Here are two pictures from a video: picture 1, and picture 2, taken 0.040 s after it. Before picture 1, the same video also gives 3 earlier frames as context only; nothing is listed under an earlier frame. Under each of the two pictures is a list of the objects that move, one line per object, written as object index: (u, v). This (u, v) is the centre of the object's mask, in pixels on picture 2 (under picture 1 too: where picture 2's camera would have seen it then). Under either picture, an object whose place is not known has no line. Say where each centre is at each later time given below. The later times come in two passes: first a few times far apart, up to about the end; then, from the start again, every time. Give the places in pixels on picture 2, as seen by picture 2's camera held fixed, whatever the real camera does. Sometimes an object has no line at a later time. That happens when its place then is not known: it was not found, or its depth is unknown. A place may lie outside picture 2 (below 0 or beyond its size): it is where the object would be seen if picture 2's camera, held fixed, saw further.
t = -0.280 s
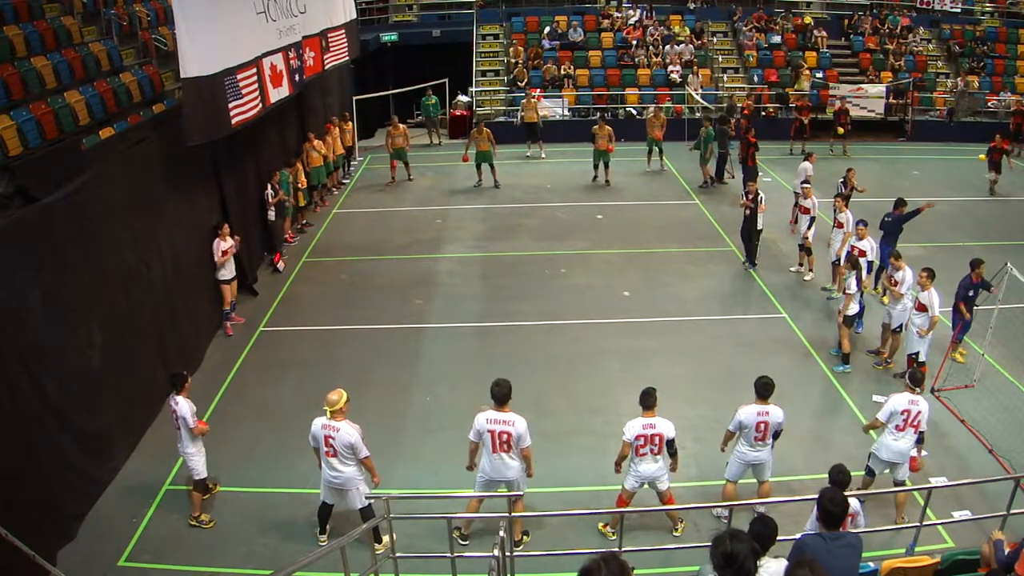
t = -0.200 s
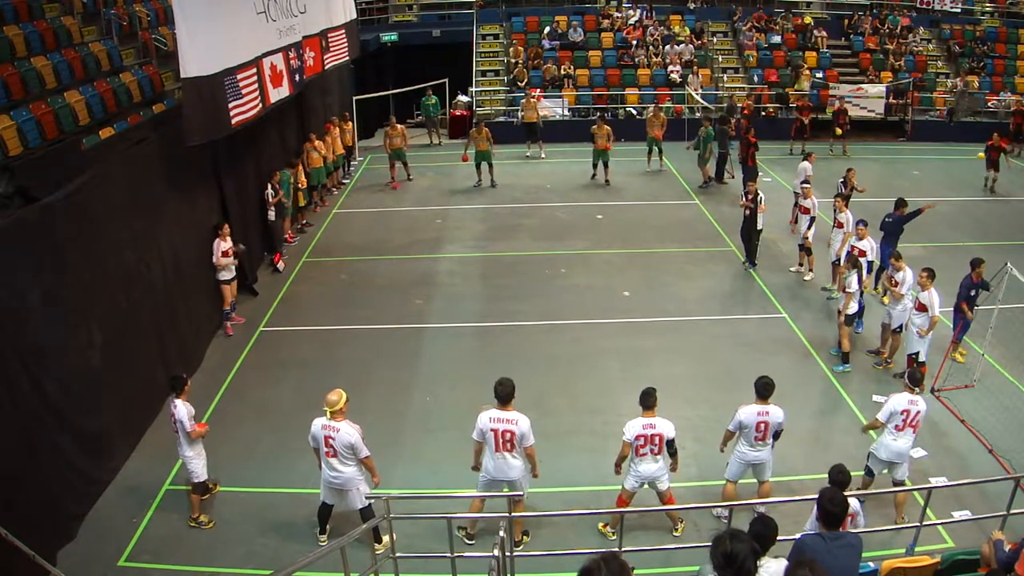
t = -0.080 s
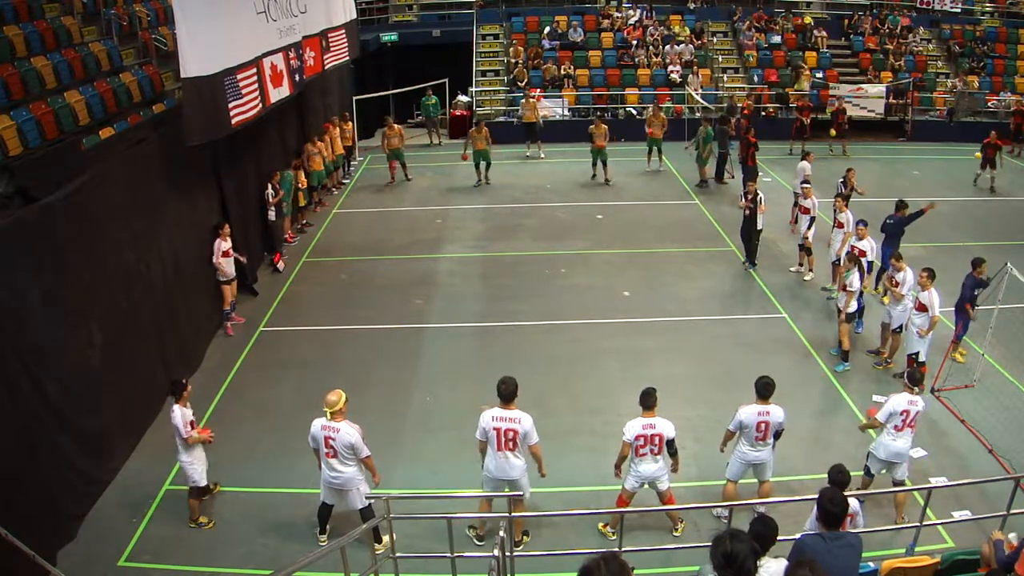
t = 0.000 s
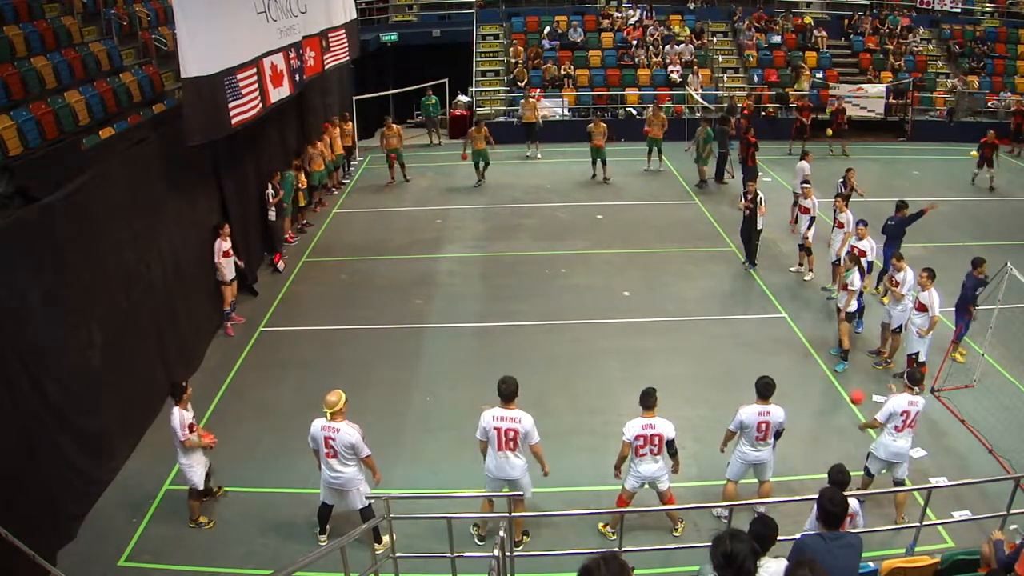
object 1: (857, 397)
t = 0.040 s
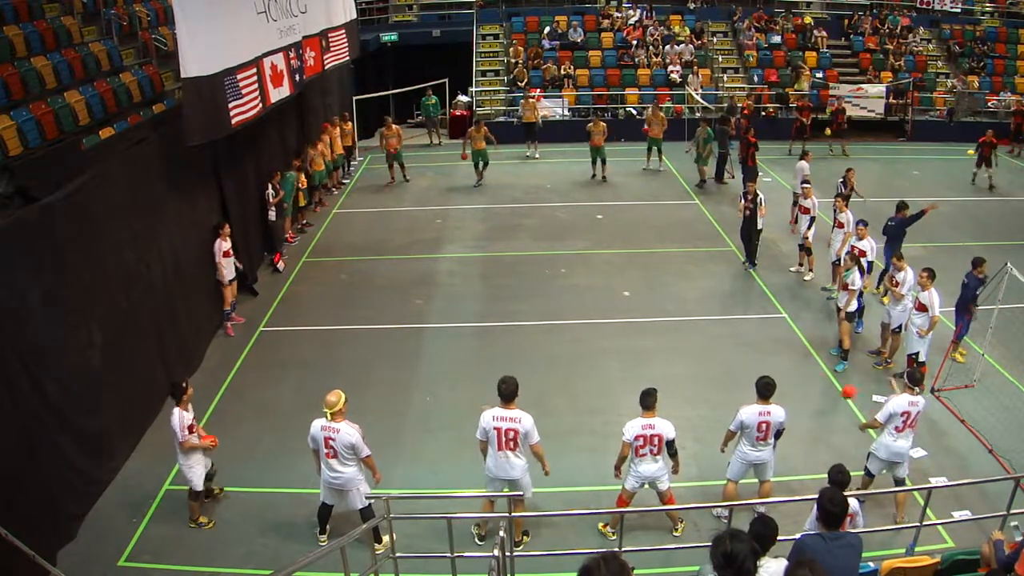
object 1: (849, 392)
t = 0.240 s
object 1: (810, 379)
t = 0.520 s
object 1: (787, 325)
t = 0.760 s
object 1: (767, 317)
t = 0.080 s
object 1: (840, 387)
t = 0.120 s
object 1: (832, 384)
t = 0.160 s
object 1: (824, 381)
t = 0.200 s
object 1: (817, 380)
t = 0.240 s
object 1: (810, 379)
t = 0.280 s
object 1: (808, 368)
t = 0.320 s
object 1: (804, 358)
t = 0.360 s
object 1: (801, 349)
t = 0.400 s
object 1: (797, 342)
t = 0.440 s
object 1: (794, 335)
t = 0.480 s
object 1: (791, 330)
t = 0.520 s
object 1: (787, 325)
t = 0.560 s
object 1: (784, 323)
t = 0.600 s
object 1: (780, 321)
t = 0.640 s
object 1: (777, 319)
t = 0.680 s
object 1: (774, 320)
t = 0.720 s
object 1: (770, 321)
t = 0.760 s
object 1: (767, 317)
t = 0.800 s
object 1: (766, 310)
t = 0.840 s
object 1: (763, 303)
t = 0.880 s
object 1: (762, 300)
